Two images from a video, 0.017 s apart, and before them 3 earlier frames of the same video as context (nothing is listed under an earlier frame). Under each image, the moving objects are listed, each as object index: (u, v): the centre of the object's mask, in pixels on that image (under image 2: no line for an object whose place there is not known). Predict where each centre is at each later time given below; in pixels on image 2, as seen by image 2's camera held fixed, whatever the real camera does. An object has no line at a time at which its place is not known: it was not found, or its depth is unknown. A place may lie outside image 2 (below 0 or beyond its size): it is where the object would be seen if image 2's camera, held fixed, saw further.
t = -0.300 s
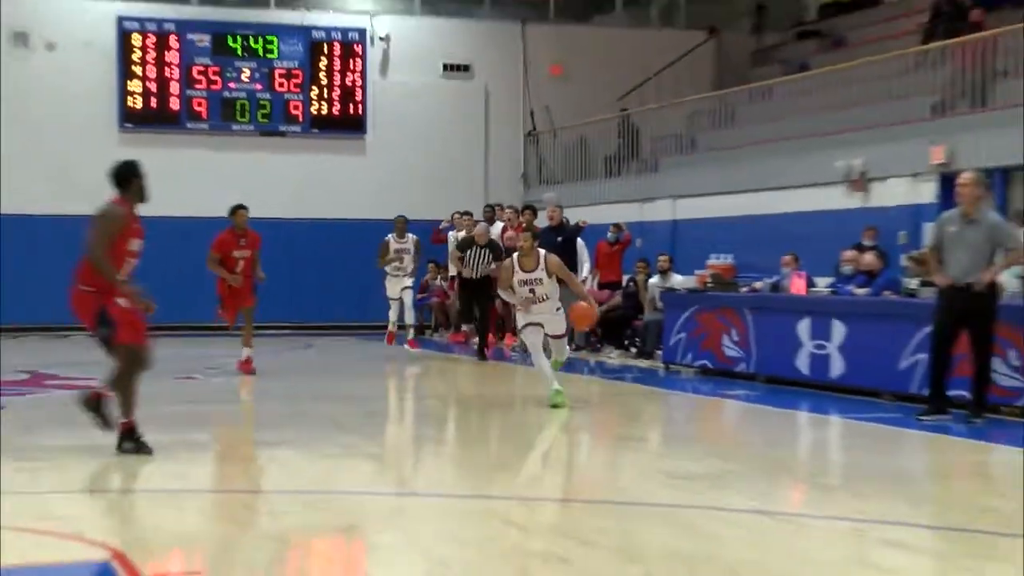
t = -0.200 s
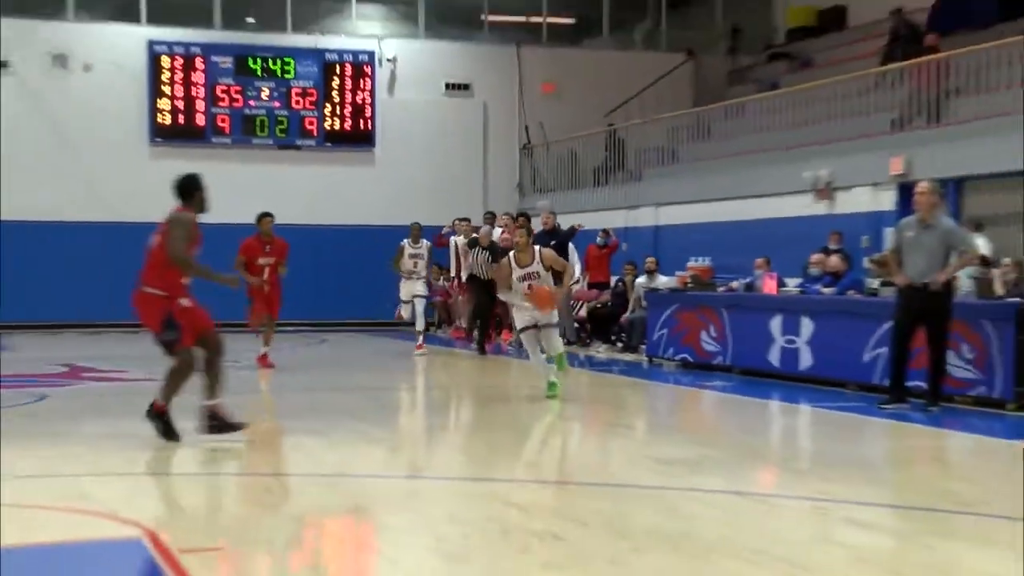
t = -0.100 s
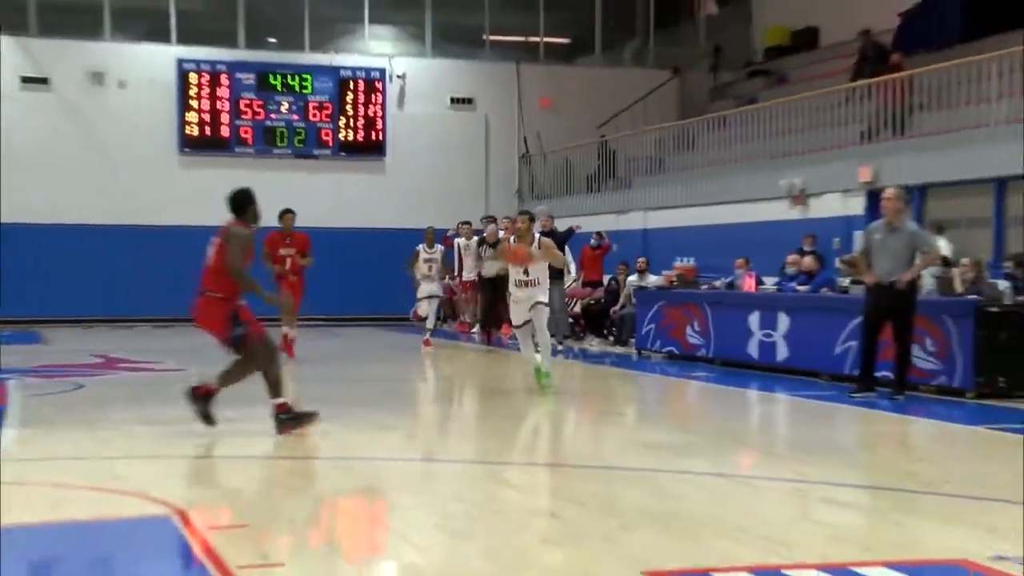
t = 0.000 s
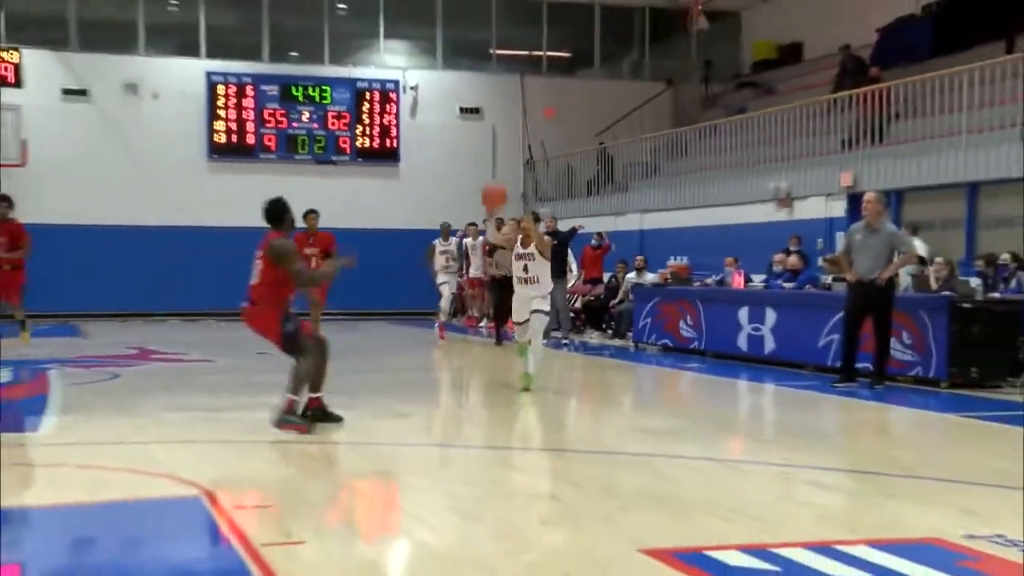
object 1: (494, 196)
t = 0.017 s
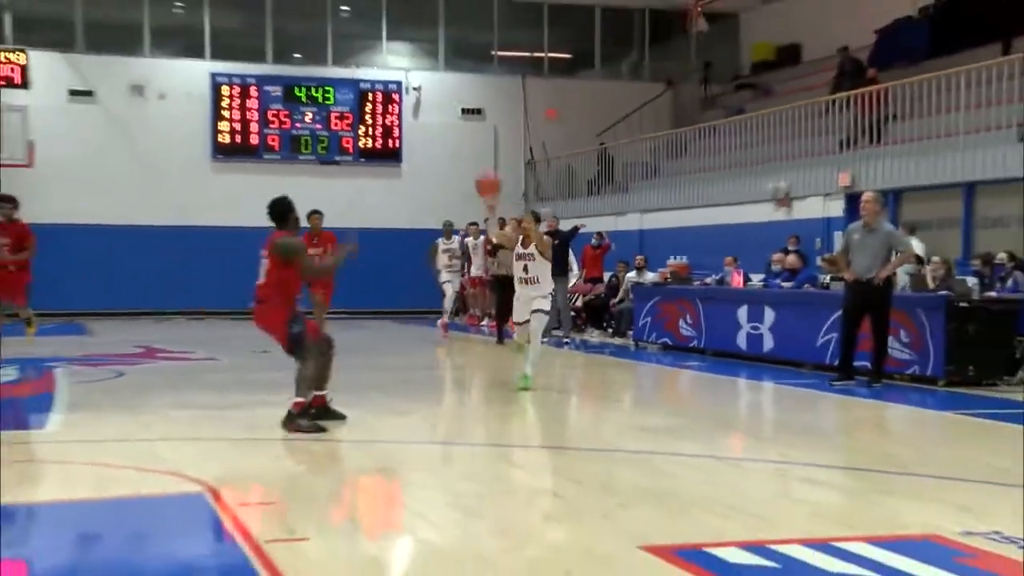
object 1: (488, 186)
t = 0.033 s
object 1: (481, 175)
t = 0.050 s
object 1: (473, 165)
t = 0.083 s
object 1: (458, 144)
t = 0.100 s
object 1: (450, 132)
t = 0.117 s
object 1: (442, 122)
